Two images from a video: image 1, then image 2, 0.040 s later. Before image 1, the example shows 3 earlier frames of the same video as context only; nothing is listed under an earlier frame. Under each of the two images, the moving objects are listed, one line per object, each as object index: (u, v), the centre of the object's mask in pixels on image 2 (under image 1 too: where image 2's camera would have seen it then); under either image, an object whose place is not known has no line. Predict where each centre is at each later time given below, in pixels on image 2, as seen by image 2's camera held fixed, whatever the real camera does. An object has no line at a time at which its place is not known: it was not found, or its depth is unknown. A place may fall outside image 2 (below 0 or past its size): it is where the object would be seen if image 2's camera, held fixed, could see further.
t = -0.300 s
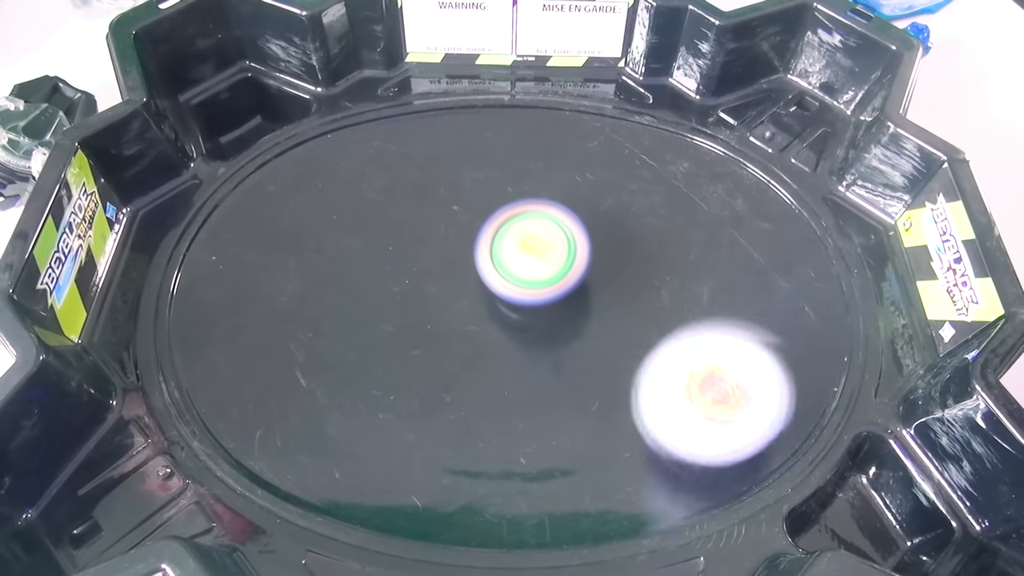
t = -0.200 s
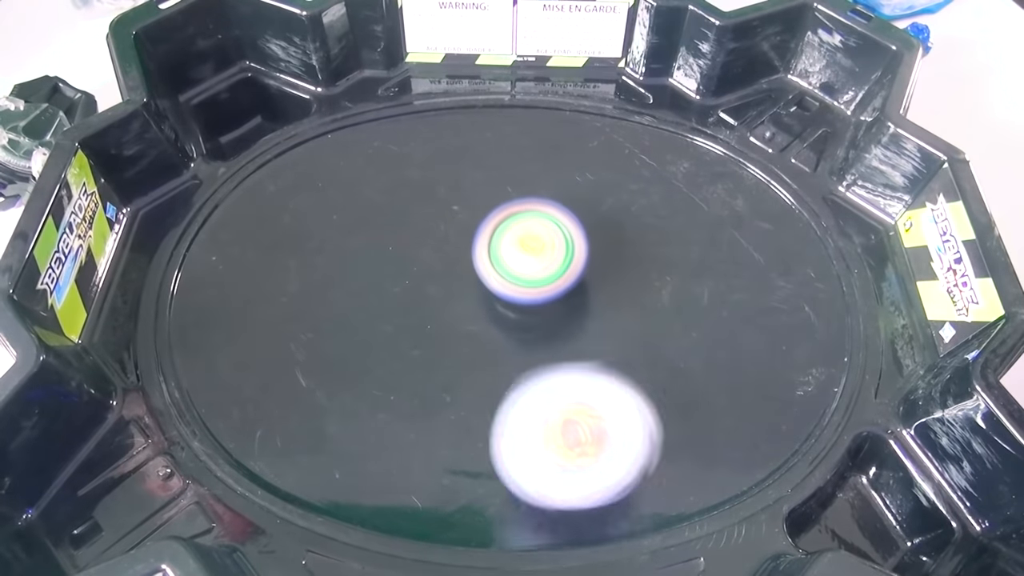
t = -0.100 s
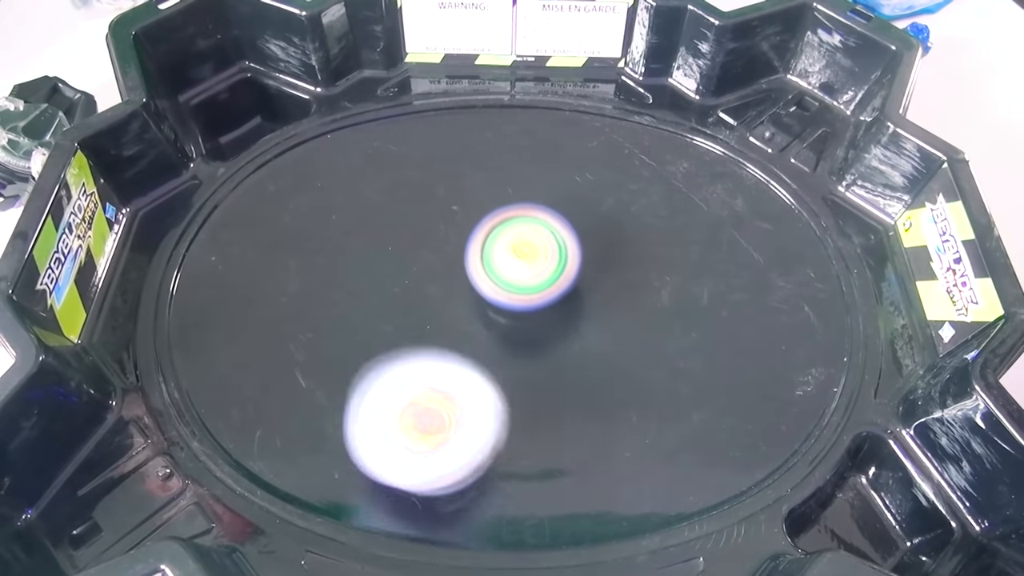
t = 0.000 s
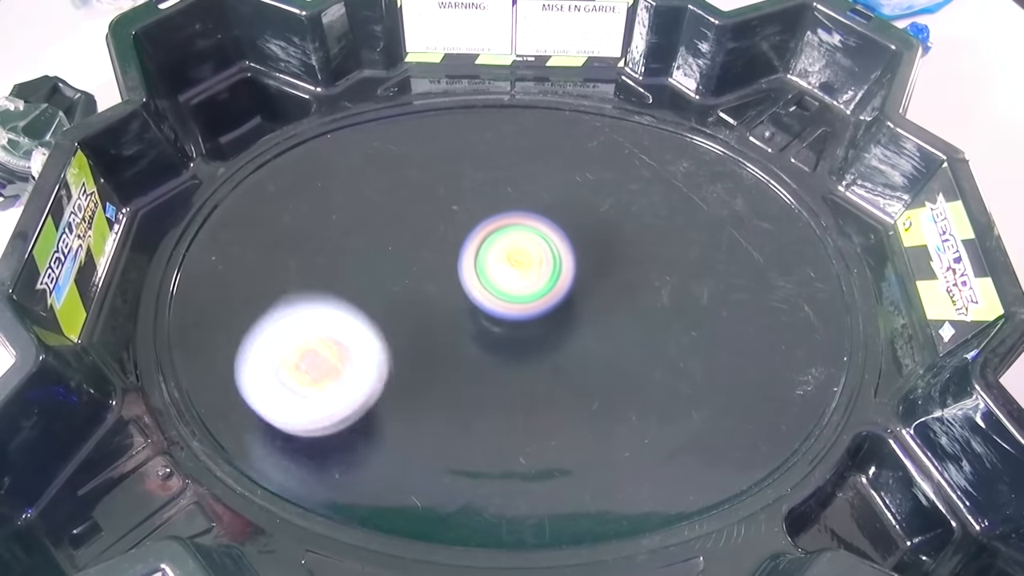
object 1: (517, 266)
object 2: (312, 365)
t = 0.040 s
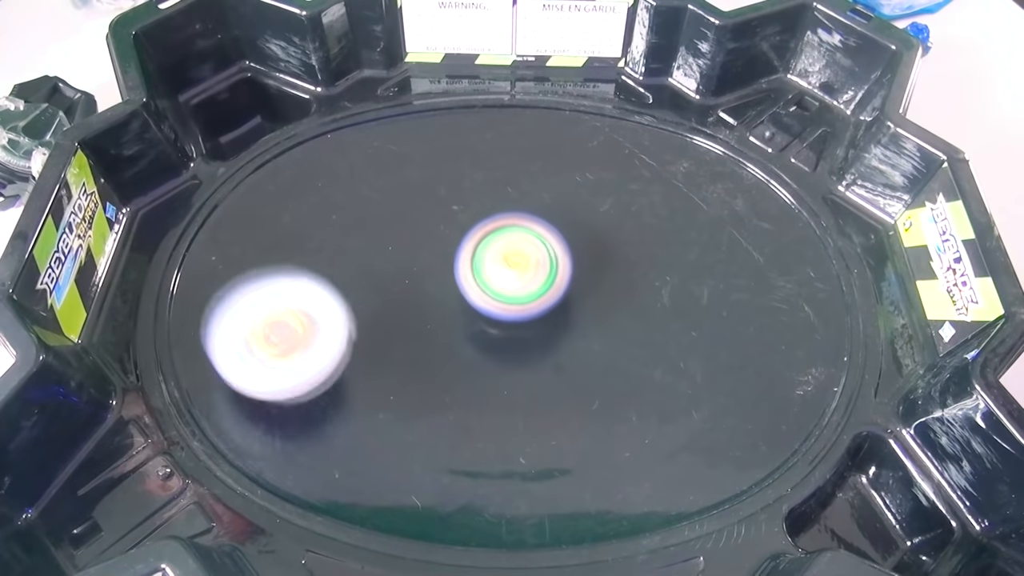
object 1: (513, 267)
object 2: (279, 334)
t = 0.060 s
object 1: (510, 268)
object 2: (266, 318)
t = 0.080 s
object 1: (507, 268)
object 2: (256, 302)
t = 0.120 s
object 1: (500, 266)
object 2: (243, 270)
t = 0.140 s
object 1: (496, 266)
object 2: (238, 254)
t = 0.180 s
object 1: (487, 266)
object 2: (236, 222)
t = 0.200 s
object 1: (484, 265)
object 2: (239, 207)
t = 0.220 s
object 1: (481, 265)
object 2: (243, 193)
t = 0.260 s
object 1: (475, 263)
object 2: (255, 164)
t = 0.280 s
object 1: (472, 263)
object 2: (263, 151)
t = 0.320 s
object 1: (468, 262)
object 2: (285, 128)
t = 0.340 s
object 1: (467, 261)
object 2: (301, 119)
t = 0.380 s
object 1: (464, 261)
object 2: (338, 113)
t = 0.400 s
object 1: (464, 262)
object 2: (356, 110)
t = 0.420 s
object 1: (463, 262)
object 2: (375, 109)
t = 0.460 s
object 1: (463, 264)
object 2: (416, 111)
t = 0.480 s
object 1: (463, 264)
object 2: (438, 113)
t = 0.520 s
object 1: (462, 267)
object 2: (479, 119)
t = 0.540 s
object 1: (463, 268)
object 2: (499, 125)
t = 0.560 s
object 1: (462, 270)
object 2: (519, 133)
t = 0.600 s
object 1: (461, 272)
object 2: (560, 153)
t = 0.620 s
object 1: (461, 274)
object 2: (579, 165)
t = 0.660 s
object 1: (459, 277)
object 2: (612, 191)
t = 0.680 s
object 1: (458, 278)
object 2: (626, 206)
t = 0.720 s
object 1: (456, 281)
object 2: (652, 240)
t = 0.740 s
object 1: (455, 283)
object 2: (662, 257)
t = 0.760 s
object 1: (456, 284)
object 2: (669, 274)
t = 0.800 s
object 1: (456, 287)
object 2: (674, 311)
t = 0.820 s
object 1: (457, 288)
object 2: (673, 330)
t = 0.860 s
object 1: (458, 290)
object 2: (665, 367)
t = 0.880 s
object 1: (458, 291)
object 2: (657, 383)
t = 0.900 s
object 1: (458, 292)
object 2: (647, 398)
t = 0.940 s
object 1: (459, 295)
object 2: (618, 426)
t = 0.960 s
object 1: (459, 296)
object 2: (601, 439)
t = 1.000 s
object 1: (461, 299)
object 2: (564, 459)
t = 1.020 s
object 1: (462, 300)
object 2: (543, 467)
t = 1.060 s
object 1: (462, 301)
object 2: (498, 479)
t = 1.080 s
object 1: (462, 301)
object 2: (474, 482)
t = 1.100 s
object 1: (462, 302)
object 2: (451, 484)
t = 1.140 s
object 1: (460, 303)
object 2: (404, 482)
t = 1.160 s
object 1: (459, 304)
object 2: (382, 479)
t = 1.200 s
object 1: (457, 306)
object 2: (339, 469)
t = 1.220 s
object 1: (456, 307)
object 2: (319, 461)
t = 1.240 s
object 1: (455, 308)
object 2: (299, 452)
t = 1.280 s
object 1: (453, 310)
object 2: (262, 429)
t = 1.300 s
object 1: (453, 312)
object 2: (247, 416)
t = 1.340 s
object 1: (454, 316)
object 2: (224, 383)
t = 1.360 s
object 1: (456, 318)
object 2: (218, 365)
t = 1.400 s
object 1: (458, 321)
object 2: (215, 330)
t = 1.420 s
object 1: (459, 322)
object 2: (217, 312)
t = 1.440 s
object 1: (460, 323)
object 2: (223, 296)
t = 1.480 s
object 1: (461, 325)
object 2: (242, 264)
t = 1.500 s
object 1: (462, 325)
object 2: (254, 249)
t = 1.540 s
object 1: (464, 325)
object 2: (283, 223)
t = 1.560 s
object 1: (465, 324)
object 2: (299, 212)
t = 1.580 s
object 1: (466, 324)
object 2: (317, 202)
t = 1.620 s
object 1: (469, 324)
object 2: (355, 187)
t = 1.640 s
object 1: (470, 324)
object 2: (374, 181)
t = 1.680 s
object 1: (475, 323)
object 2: (414, 172)
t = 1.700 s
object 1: (477, 323)
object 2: (433, 170)
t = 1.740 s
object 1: (482, 321)
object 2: (472, 168)
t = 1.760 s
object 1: (484, 319)
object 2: (492, 169)
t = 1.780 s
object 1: (485, 318)
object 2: (511, 171)
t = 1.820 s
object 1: (487, 316)
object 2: (549, 177)
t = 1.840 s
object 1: (487, 316)
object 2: (566, 181)
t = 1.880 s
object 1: (488, 316)
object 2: (602, 190)
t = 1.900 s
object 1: (489, 316)
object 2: (618, 196)
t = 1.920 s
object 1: (489, 316)
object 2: (635, 202)
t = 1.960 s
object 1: (491, 316)
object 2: (669, 218)
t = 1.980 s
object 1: (491, 316)
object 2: (684, 228)
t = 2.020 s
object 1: (493, 317)
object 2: (711, 248)
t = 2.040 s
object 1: (494, 318)
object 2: (724, 260)
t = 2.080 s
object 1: (497, 318)
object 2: (745, 285)
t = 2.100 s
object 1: (498, 318)
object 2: (752, 299)
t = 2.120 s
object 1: (500, 318)
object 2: (759, 313)
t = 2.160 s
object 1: (503, 318)
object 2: (765, 344)
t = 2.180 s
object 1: (505, 318)
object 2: (766, 360)
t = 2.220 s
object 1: (510, 317)
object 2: (758, 392)
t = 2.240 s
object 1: (512, 317)
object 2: (751, 407)
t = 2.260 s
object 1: (514, 317)
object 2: (741, 422)
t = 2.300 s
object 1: (519, 316)
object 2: (715, 446)
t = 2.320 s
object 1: (521, 316)
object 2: (697, 455)
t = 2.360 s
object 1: (525, 315)
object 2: (654, 468)
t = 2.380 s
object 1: (528, 315)
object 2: (631, 471)
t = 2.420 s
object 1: (532, 314)
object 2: (583, 470)
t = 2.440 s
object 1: (534, 314)
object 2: (558, 468)
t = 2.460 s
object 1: (536, 314)
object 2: (535, 463)
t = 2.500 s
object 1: (540, 314)
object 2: (491, 447)
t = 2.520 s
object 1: (541, 314)
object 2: (469, 437)
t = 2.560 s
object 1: (543, 314)
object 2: (430, 412)
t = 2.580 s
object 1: (543, 313)
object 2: (415, 399)
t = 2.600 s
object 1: (543, 313)
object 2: (401, 385)
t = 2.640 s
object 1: (543, 312)
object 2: (376, 353)
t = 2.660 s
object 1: (543, 312)
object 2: (368, 337)
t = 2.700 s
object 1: (544, 312)
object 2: (359, 304)
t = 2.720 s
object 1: (544, 311)
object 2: (358, 289)
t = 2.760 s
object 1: (546, 310)
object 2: (360, 260)
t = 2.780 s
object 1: (547, 310)
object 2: (363, 245)
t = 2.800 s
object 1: (548, 309)
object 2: (369, 231)
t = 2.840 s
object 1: (549, 308)
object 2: (384, 204)
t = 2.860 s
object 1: (550, 308)
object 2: (393, 194)
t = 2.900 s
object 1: (554, 306)
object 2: (412, 174)
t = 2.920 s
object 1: (555, 304)
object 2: (423, 166)
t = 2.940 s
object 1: (556, 302)
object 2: (435, 157)
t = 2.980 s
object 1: (558, 298)
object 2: (460, 145)
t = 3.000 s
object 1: (559, 296)
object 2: (472, 139)
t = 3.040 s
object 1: (560, 294)
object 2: (501, 133)
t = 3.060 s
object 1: (561, 293)
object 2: (516, 130)
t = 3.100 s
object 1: (563, 292)
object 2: (546, 126)
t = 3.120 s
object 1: (565, 291)
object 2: (560, 126)
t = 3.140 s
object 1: (566, 291)
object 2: (574, 126)
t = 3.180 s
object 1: (569, 291)
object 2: (606, 132)
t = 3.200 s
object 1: (571, 291)
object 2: (621, 137)
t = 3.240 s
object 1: (573, 291)
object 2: (651, 146)
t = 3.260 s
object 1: (574, 291)
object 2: (664, 153)
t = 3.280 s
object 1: (575, 291)
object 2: (677, 161)
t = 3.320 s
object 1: (575, 291)
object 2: (699, 182)
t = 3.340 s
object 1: (575, 291)
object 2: (708, 197)
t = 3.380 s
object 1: (576, 291)
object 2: (719, 223)
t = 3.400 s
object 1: (575, 291)
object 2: (722, 239)
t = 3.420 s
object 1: (575, 291)
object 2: (722, 255)
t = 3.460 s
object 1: (574, 290)
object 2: (716, 288)
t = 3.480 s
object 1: (574, 290)
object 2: (709, 304)
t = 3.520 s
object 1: (571, 289)
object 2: (690, 333)
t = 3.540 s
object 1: (568, 288)
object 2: (679, 346)
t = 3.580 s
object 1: (561, 286)
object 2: (652, 371)
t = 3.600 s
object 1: (558, 285)
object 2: (637, 381)
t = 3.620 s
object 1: (555, 284)
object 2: (620, 389)
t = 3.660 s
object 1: (551, 284)
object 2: (580, 401)
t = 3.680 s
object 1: (550, 284)
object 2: (559, 406)
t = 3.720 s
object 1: (549, 284)
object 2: (519, 410)
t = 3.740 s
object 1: (548, 284)
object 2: (496, 410)
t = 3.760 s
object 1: (548, 284)
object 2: (474, 408)
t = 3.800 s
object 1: (548, 284)
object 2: (435, 404)
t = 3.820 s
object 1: (548, 284)
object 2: (414, 399)
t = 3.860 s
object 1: (548, 284)
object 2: (378, 387)
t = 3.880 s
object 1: (549, 284)
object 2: (361, 380)
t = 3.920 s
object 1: (549, 284)
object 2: (329, 361)
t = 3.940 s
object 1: (550, 284)
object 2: (317, 352)
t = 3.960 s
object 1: (550, 284)
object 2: (304, 341)
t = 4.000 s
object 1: (551, 284)
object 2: (286, 316)
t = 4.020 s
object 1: (551, 284)
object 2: (279, 305)
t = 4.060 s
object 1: (552, 284)
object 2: (270, 277)
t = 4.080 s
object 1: (552, 284)
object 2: (270, 264)
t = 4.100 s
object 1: (552, 284)
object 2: (269, 252)
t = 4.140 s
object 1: (552, 284)
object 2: (277, 225)
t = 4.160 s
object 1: (553, 284)
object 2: (283, 215)
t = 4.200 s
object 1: (553, 283)
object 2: (300, 192)
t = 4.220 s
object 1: (553, 283)
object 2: (311, 183)
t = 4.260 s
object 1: (553, 283)
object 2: (335, 168)
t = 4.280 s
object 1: (553, 282)
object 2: (351, 162)
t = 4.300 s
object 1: (553, 282)
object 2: (364, 158)
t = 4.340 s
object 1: (552, 282)
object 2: (397, 153)
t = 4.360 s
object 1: (552, 282)
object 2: (414, 152)
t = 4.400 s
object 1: (552, 281)
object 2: (447, 154)
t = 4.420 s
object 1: (552, 281)
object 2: (465, 157)
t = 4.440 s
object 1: (551, 281)
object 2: (480, 160)
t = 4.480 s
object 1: (551, 280)
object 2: (513, 171)
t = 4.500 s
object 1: (552, 283)
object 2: (527, 176)
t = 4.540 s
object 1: (569, 313)
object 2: (542, 160)
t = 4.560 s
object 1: (577, 327)
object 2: (550, 154)
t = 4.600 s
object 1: (589, 351)
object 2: (567, 147)
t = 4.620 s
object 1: (592, 363)
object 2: (576, 148)
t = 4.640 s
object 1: (594, 374)
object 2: (585, 149)
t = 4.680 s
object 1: (593, 395)
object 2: (606, 156)
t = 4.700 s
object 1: (589, 405)
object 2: (617, 161)
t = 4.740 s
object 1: (579, 421)
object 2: (637, 174)
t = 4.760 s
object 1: (574, 427)
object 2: (647, 183)
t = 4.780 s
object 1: (569, 432)
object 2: (656, 193)
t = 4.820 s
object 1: (558, 439)
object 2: (668, 212)
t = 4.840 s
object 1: (553, 440)
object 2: (672, 225)
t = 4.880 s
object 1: (543, 440)
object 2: (676, 250)
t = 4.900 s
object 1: (539, 438)
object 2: (675, 263)
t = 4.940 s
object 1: (531, 433)
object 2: (667, 291)
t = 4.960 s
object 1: (528, 430)
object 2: (660, 303)
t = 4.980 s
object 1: (525, 426)
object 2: (651, 315)
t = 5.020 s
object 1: (520, 417)
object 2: (630, 337)
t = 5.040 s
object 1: (508, 422)
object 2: (624, 341)
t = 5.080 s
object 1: (459, 453)
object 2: (635, 311)
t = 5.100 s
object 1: (434, 466)
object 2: (637, 295)
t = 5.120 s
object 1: (412, 476)
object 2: (639, 283)
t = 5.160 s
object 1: (370, 489)
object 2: (639, 260)
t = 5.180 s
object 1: (354, 489)
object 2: (639, 251)
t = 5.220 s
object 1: (330, 472)
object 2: (635, 240)
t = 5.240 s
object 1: (322, 461)
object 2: (633, 236)
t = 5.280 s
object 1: (312, 436)
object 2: (631, 234)
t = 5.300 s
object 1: (309, 423)
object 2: (630, 234)
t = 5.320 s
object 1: (308, 411)
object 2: (630, 236)
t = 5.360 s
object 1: (311, 384)
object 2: (625, 242)
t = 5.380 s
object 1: (314, 372)
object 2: (622, 245)
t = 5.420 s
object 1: (324, 348)
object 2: (612, 252)
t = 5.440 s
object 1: (330, 337)
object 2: (605, 255)
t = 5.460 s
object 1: (337, 327)
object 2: (599, 258)
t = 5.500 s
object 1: (352, 308)
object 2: (582, 263)
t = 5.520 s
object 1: (361, 301)
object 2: (576, 264)
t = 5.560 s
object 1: (378, 288)
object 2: (556, 266)
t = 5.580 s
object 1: (386, 283)
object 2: (546, 266)
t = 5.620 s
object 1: (401, 276)
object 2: (528, 261)
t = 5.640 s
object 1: (399, 275)
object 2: (529, 255)
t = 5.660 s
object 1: (397, 276)
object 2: (529, 249)
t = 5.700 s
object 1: (397, 278)
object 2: (531, 237)
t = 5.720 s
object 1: (398, 279)
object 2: (532, 233)
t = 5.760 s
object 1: (402, 281)
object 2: (536, 224)
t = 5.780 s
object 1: (405, 282)
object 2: (539, 221)
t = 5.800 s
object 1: (407, 282)
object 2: (541, 218)
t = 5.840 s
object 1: (414, 284)
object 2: (550, 214)
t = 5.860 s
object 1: (417, 285)
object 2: (554, 215)
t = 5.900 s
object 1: (424, 285)
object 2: (563, 219)
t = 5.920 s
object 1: (427, 286)
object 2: (565, 224)
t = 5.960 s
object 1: (433, 286)
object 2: (569, 233)
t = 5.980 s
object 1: (436, 287)
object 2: (569, 238)
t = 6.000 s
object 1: (439, 287)
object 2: (570, 245)
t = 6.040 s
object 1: (445, 288)
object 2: (566, 256)
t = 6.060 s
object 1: (435, 294)
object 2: (571, 257)
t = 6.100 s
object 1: (402, 311)
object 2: (599, 251)
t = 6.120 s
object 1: (387, 319)
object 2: (609, 250)
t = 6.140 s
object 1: (374, 327)
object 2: (616, 250)
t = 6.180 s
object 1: (352, 339)
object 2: (628, 254)
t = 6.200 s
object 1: (345, 343)
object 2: (633, 258)
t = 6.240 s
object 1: (338, 349)
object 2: (638, 268)
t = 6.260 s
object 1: (338, 349)
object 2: (638, 273)
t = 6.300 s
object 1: (342, 347)
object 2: (633, 286)
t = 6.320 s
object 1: (344, 344)
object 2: (629, 291)
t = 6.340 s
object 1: (347, 341)
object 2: (623, 296)
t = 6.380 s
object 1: (353, 336)
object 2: (606, 305)
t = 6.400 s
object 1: (356, 332)
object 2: (597, 310)
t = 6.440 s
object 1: (362, 326)
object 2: (576, 314)
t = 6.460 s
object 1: (366, 324)
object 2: (566, 315)
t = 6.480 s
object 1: (368, 321)
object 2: (555, 315)
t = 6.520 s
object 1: (375, 316)
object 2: (532, 314)
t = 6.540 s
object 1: (377, 314)
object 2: (522, 312)
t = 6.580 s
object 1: (374, 311)
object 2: (509, 306)
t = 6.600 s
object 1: (348, 313)
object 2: (527, 298)
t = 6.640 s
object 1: (293, 316)
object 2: (566, 276)
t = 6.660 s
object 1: (269, 317)
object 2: (581, 267)
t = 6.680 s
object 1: (248, 318)
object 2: (594, 259)
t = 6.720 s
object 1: (217, 319)
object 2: (616, 247)
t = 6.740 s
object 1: (206, 319)
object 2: (625, 244)
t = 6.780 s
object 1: (196, 319)
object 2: (641, 239)
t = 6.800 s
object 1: (194, 318)
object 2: (648, 238)
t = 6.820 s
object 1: (195, 316)
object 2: (655, 236)
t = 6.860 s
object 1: (199, 314)
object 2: (667, 236)
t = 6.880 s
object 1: (202, 313)
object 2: (673, 236)
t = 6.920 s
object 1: (212, 312)
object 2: (684, 238)
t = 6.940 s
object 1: (218, 311)
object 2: (689, 240)
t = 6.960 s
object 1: (226, 310)
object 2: (691, 243)
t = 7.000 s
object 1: (242, 308)
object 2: (694, 249)
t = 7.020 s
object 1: (252, 308)
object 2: (695, 252)
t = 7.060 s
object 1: (273, 306)
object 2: (691, 260)
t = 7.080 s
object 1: (285, 306)
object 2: (686, 264)
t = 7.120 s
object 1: (310, 304)
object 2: (674, 272)
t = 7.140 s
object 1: (323, 303)
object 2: (668, 276)
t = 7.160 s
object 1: (336, 302)
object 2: (659, 280)
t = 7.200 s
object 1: (363, 299)
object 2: (640, 286)
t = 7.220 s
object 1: (376, 298)
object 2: (631, 289)
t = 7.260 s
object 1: (400, 295)
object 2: (611, 292)
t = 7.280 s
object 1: (411, 294)
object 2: (601, 293)
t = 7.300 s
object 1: (422, 293)
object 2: (591, 294)
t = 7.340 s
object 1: (442, 293)
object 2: (571, 295)
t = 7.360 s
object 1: (444, 295)
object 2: (569, 290)
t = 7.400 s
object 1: (438, 305)
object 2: (581, 283)
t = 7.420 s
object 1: (438, 311)
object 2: (586, 278)
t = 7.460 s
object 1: (442, 321)
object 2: (589, 271)
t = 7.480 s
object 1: (445, 325)
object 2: (592, 269)
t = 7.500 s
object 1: (449, 327)
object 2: (593, 269)
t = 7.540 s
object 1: (458, 332)
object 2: (595, 266)
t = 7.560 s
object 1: (462, 334)
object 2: (596, 265)
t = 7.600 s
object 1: (472, 338)
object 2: (596, 263)
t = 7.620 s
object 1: (477, 339)
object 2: (595, 262)
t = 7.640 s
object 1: (482, 340)
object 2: (594, 263)
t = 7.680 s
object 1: (491, 342)
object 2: (591, 262)
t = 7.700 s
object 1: (497, 342)
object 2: (589, 261)
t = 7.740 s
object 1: (500, 353)
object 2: (589, 255)
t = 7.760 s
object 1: (497, 362)
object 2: (593, 244)
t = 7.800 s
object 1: (495, 376)
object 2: (598, 228)
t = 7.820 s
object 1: (494, 378)
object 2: (600, 223)
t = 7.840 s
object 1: (495, 380)
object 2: (603, 218)
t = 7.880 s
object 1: (495, 380)
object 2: (607, 212)
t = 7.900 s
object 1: (494, 379)
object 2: (607, 209)
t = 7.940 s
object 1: (494, 375)
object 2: (609, 205)
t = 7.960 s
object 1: (493, 372)
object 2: (610, 204)
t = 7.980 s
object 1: (494, 370)
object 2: (611, 204)
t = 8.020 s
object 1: (493, 365)
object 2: (611, 206)
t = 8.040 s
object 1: (493, 363)
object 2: (608, 208)
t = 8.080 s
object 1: (494, 358)
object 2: (604, 211)
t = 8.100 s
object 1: (495, 354)
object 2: (601, 215)
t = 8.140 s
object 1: (499, 347)
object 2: (593, 223)
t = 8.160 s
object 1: (502, 343)
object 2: (588, 228)
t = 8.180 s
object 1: (504, 338)
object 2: (581, 231)
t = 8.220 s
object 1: (504, 341)
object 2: (574, 230)
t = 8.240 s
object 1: (501, 351)
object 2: (572, 219)
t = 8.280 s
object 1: (496, 366)
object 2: (568, 203)
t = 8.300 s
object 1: (495, 372)
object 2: (566, 198)
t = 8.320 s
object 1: (493, 374)
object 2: (563, 196)
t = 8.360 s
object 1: (492, 376)
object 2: (559, 189)
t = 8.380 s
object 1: (492, 376)
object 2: (558, 187)
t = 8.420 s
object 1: (493, 374)
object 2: (552, 185)
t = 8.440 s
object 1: (492, 372)
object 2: (552, 185)
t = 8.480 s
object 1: (491, 368)
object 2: (544, 188)
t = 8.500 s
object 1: (491, 366)
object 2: (542, 187)
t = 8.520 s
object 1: (490, 364)
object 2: (539, 191)
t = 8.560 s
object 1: (490, 360)
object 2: (530, 196)
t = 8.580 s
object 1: (490, 358)
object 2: (527, 200)
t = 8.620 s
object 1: (489, 354)
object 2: (518, 210)
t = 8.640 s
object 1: (488, 353)
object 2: (514, 213)
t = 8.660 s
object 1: (488, 351)
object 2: (512, 218)
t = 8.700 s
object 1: (488, 348)
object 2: (503, 228)
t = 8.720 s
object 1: (487, 347)
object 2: (500, 231)
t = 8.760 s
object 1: (489, 352)
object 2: (488, 235)
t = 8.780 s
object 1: (493, 358)
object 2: (485, 231)
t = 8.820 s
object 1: (499, 364)
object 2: (478, 226)
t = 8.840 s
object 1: (501, 365)
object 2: (474, 222)
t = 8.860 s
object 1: (503, 364)
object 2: (472, 224)
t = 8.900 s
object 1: (505, 361)
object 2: (460, 225)
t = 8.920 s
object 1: (506, 359)
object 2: (458, 228)
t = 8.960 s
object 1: (506, 354)
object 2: (447, 232)
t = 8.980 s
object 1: (506, 351)
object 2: (446, 237)
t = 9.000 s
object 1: (506, 349)
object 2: (439, 240)
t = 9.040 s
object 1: (505, 345)
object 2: (435, 247)
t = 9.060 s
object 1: (505, 343)
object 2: (429, 250)
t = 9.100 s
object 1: (512, 344)
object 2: (421, 255)
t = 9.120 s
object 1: (517, 345)
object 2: (410, 256)
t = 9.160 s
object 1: (523, 343)
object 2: (406, 262)
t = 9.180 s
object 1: (525, 342)
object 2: (401, 264)
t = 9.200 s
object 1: (524, 341)
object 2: (401, 269)
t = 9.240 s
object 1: (523, 337)
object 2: (393, 274)
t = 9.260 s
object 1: (523, 335)
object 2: (395, 280)
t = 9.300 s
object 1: (521, 331)
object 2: (389, 286)
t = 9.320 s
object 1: (520, 329)
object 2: (390, 292)
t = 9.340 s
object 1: (519, 328)
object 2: (387, 294)
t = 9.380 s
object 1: (516, 325)
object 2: (388, 304)
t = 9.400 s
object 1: (516, 323)
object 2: (387, 307)
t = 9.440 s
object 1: (519, 320)
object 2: (385, 318)
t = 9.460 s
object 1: (519, 319)
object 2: (388, 321)
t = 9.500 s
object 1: (519, 316)
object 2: (386, 328)
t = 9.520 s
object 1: (520, 315)
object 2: (392, 333)
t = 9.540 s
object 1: (520, 313)
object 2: (390, 335)
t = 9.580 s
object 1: (521, 310)
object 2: (397, 343)
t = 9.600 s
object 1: (521, 308)
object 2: (399, 344)
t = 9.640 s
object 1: (525, 302)
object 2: (406, 349)
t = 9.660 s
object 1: (527, 300)
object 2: (415, 350)
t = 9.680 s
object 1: (529, 297)
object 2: (417, 352)
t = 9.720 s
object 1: (532, 291)
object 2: (430, 354)
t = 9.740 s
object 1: (534, 288)
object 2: (432, 353)
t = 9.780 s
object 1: (537, 282)
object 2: (444, 356)
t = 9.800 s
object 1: (538, 278)
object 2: (449, 356)
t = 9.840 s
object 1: (541, 270)
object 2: (455, 358)
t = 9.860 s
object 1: (541, 266)
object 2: (464, 360)
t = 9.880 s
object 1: (541, 265)
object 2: (465, 359)
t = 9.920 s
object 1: (541, 261)
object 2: (473, 359)
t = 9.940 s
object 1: (540, 260)
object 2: (479, 358)
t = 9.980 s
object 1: (539, 258)
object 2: (486, 355)
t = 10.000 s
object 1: (538, 257)
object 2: (493, 354)
